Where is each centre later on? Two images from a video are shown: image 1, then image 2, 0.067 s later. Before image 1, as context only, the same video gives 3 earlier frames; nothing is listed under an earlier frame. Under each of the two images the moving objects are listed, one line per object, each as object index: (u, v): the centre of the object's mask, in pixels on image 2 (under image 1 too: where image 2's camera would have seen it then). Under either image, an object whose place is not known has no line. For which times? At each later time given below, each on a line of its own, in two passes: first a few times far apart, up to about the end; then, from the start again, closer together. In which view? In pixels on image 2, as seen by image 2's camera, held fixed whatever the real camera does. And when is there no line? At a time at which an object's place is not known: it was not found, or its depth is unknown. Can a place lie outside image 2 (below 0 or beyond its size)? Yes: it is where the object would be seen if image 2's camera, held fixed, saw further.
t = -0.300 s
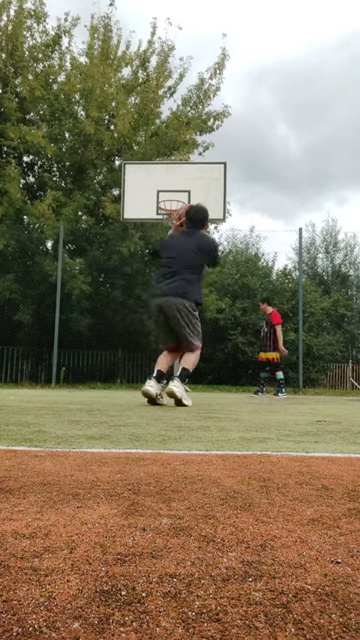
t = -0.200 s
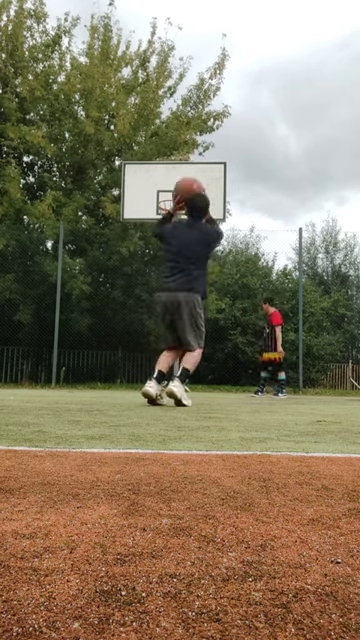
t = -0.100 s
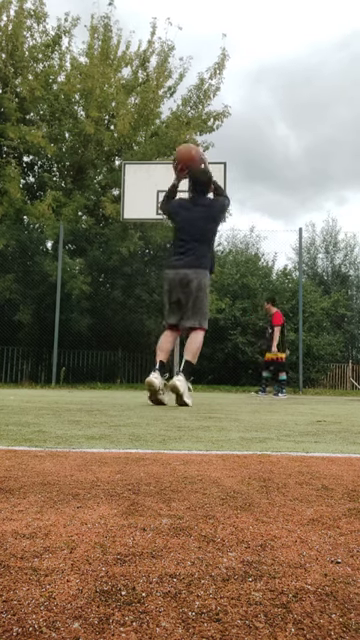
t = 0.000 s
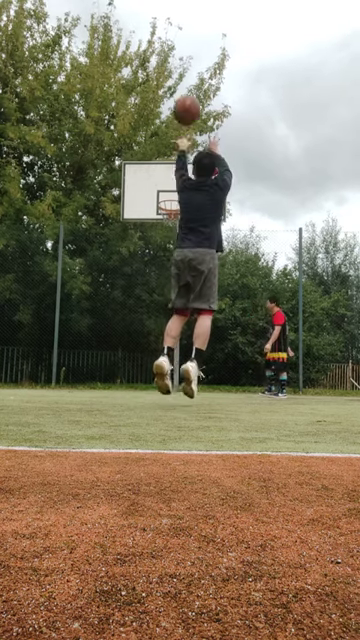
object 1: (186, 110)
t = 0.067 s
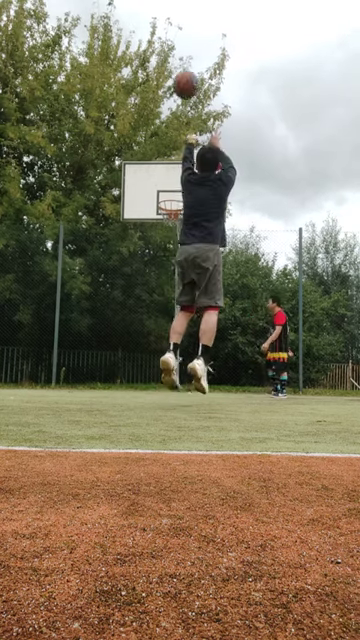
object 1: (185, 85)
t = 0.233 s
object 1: (183, 50)
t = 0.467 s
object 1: (178, 50)
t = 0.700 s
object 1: (174, 86)
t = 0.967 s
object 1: (169, 155)
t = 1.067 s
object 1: (168, 188)
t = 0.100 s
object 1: (185, 75)
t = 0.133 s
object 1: (184, 66)
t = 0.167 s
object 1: (184, 60)
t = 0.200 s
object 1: (183, 54)
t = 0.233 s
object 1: (183, 50)
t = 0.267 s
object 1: (182, 47)
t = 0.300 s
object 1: (181, 45)
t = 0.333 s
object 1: (181, 45)
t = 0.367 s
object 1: (180, 45)
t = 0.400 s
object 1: (180, 45)
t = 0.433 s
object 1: (179, 47)
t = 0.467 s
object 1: (178, 50)
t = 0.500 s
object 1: (178, 53)
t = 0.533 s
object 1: (177, 57)
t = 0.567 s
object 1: (177, 61)
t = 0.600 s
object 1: (176, 66)
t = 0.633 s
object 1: (176, 72)
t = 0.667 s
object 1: (175, 79)
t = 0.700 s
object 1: (174, 86)
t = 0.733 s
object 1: (174, 93)
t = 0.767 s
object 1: (174, 100)
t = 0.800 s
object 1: (172, 108)
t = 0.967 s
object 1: (169, 155)
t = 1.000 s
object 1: (169, 166)
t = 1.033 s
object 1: (169, 177)
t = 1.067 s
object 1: (168, 188)
